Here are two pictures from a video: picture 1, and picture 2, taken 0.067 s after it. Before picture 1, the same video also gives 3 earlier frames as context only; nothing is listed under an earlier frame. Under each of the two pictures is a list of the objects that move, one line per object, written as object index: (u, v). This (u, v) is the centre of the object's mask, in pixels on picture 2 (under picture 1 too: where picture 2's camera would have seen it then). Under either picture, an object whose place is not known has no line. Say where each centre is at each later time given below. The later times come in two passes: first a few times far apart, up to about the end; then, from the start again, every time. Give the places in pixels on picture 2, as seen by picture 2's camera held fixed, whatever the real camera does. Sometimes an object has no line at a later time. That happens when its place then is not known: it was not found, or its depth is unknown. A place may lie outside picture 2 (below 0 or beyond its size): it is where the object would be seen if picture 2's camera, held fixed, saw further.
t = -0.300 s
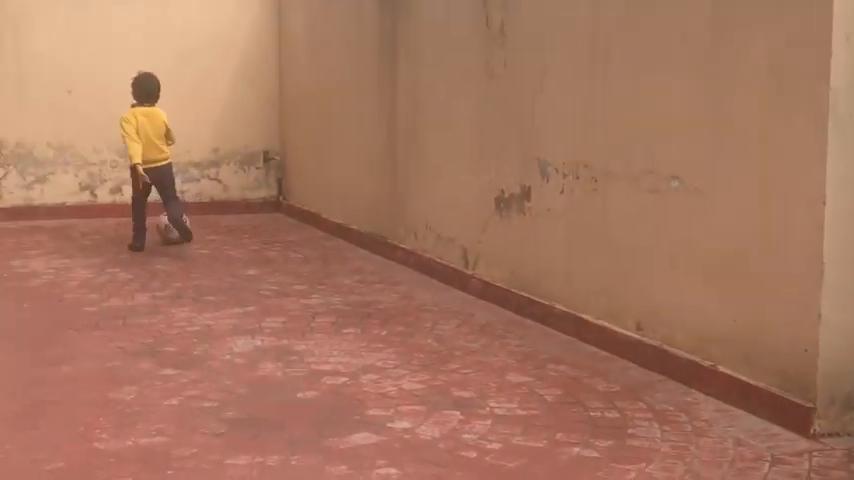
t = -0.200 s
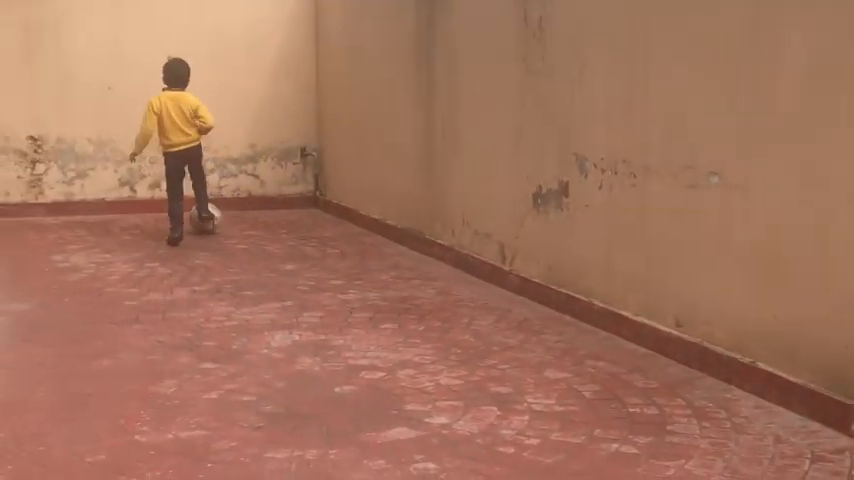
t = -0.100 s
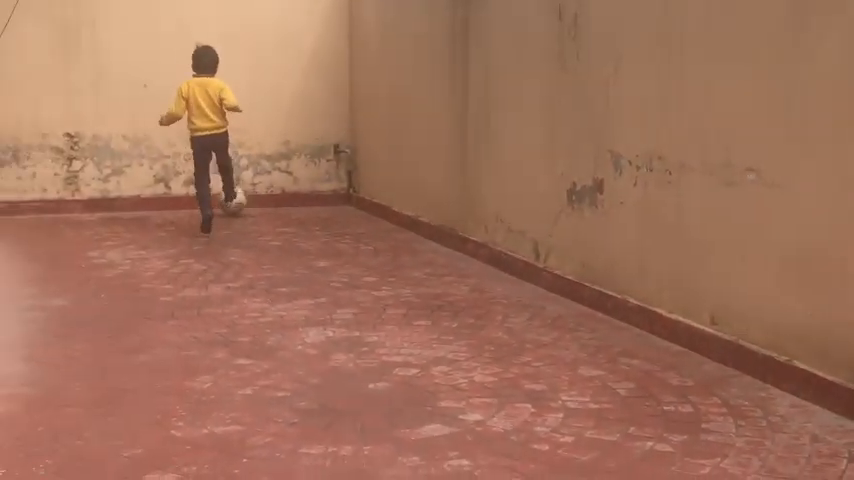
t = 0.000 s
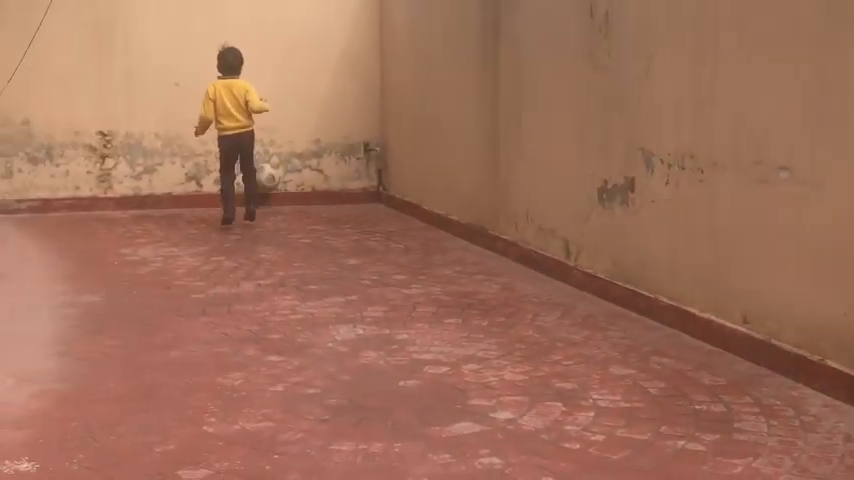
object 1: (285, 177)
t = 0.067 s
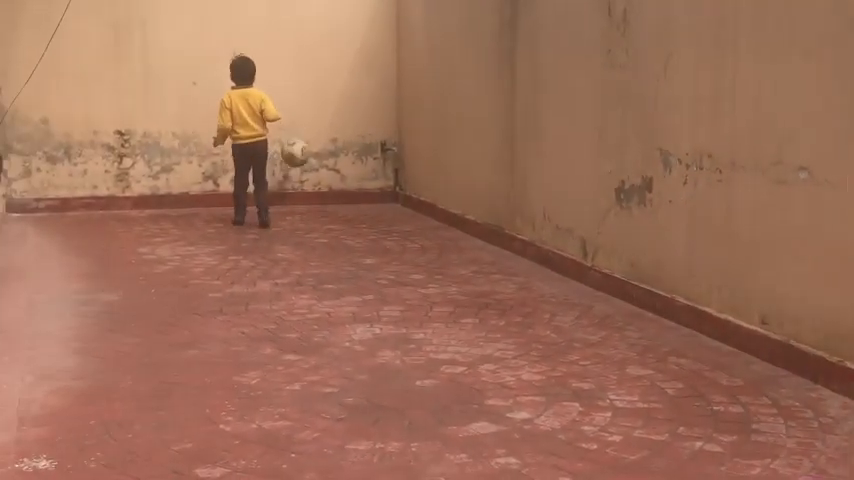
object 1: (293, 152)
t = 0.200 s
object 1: (320, 118)
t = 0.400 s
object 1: (363, 108)
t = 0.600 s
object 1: (413, 159)
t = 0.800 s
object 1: (458, 209)
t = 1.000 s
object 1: (487, 178)
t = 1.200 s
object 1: (489, 199)
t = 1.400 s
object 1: (478, 221)
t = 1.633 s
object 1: (469, 228)
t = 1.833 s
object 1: (461, 230)
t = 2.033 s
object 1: (453, 239)
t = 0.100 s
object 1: (301, 142)
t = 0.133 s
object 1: (308, 133)
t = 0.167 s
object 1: (314, 124)
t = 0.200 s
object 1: (320, 118)
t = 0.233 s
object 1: (327, 112)
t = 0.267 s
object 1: (334, 109)
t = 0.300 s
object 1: (341, 106)
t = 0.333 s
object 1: (348, 106)
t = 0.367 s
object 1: (356, 106)
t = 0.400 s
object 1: (363, 108)
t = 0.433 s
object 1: (371, 112)
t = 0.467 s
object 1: (379, 118)
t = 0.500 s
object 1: (388, 125)
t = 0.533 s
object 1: (395, 135)
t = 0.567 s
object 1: (404, 146)
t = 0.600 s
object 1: (413, 159)
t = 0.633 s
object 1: (422, 174)
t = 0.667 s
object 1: (432, 189)
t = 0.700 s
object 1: (440, 210)
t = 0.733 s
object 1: (449, 231)
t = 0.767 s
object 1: (453, 221)
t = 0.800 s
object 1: (458, 209)
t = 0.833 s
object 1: (465, 198)
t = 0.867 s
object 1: (468, 193)
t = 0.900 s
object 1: (473, 186)
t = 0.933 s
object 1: (478, 183)
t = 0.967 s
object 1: (482, 179)
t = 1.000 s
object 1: (487, 178)
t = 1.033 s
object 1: (490, 179)
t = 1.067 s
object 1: (496, 182)
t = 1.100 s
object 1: (495, 184)
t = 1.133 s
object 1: (493, 187)
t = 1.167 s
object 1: (491, 192)
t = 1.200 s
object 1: (489, 199)
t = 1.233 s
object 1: (487, 207)
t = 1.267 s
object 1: (484, 216)
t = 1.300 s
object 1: (483, 230)
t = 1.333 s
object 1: (481, 236)
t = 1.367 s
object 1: (480, 227)
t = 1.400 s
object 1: (478, 221)
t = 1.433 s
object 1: (477, 215)
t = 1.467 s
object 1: (476, 213)
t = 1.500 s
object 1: (474, 212)
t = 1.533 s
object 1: (474, 213)
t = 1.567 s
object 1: (472, 216)
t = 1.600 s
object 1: (471, 222)
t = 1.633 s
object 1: (469, 228)
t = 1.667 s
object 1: (468, 237)
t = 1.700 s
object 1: (466, 241)
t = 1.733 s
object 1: (465, 235)
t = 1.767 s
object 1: (464, 231)
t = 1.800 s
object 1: (462, 229)
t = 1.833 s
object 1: (461, 230)
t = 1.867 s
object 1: (459, 232)
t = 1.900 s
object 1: (457, 236)
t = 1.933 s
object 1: (456, 242)
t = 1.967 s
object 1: (455, 245)
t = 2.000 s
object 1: (453, 241)
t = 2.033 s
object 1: (453, 239)
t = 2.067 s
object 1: (451, 239)
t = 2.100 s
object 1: (450, 242)
